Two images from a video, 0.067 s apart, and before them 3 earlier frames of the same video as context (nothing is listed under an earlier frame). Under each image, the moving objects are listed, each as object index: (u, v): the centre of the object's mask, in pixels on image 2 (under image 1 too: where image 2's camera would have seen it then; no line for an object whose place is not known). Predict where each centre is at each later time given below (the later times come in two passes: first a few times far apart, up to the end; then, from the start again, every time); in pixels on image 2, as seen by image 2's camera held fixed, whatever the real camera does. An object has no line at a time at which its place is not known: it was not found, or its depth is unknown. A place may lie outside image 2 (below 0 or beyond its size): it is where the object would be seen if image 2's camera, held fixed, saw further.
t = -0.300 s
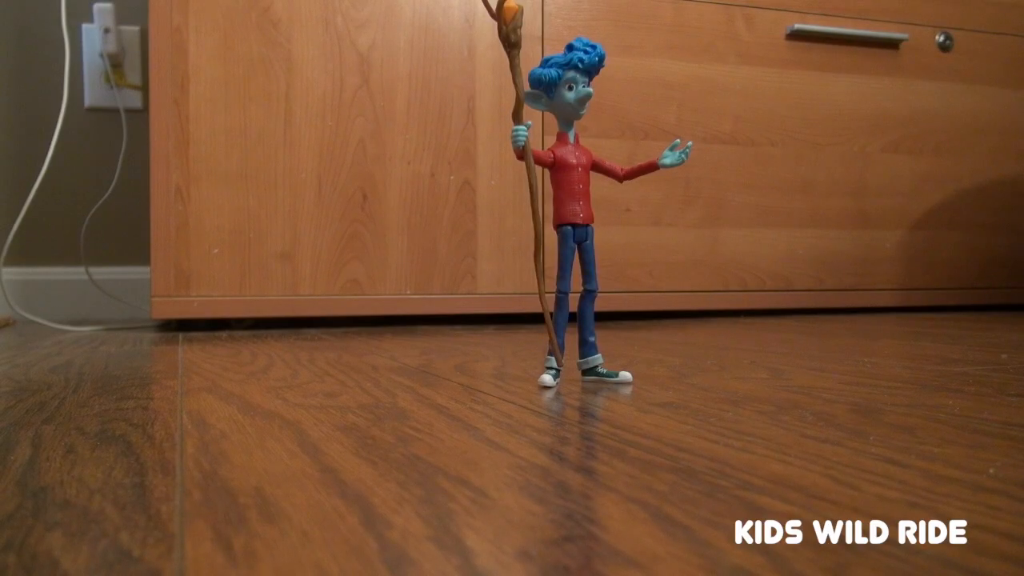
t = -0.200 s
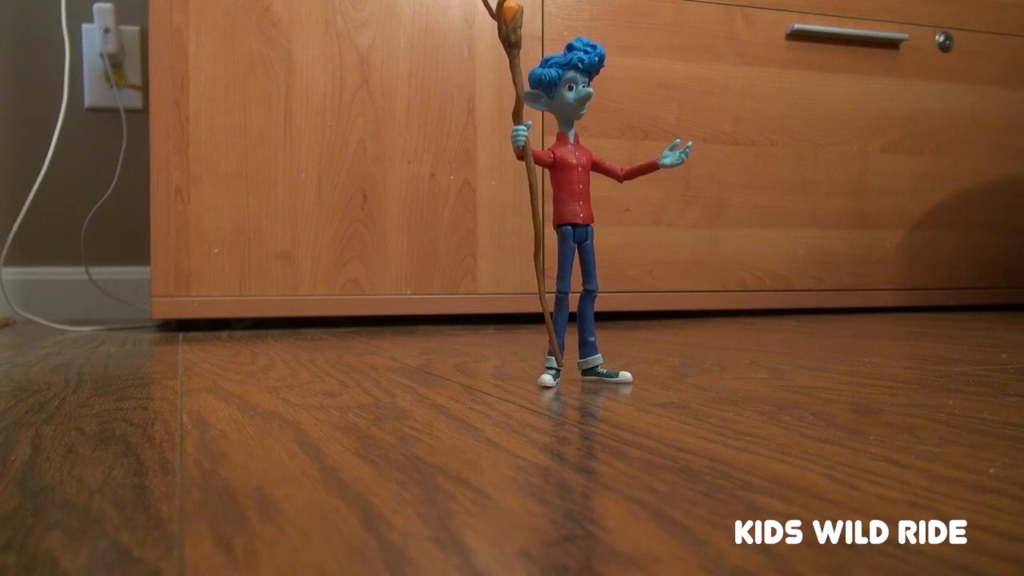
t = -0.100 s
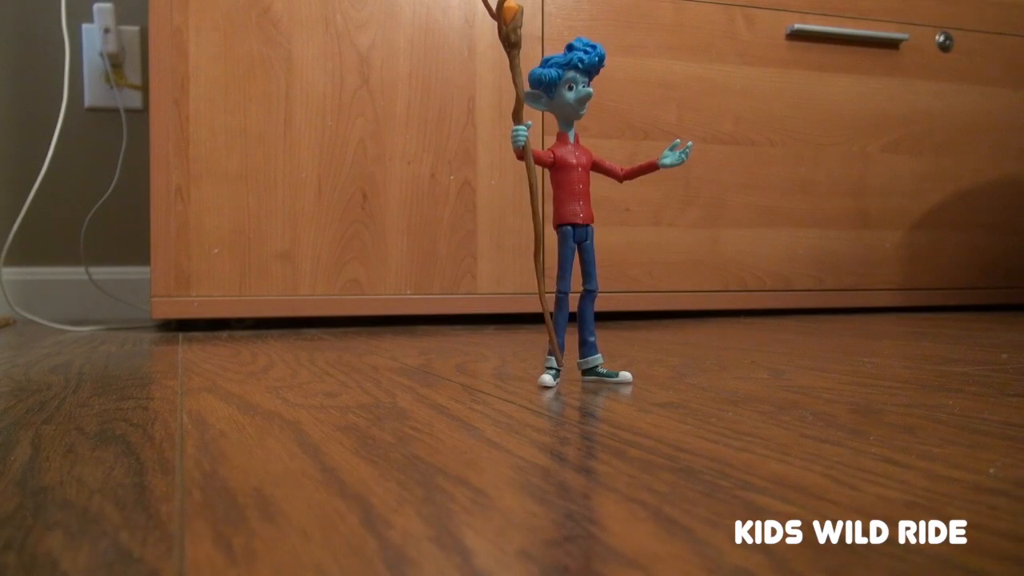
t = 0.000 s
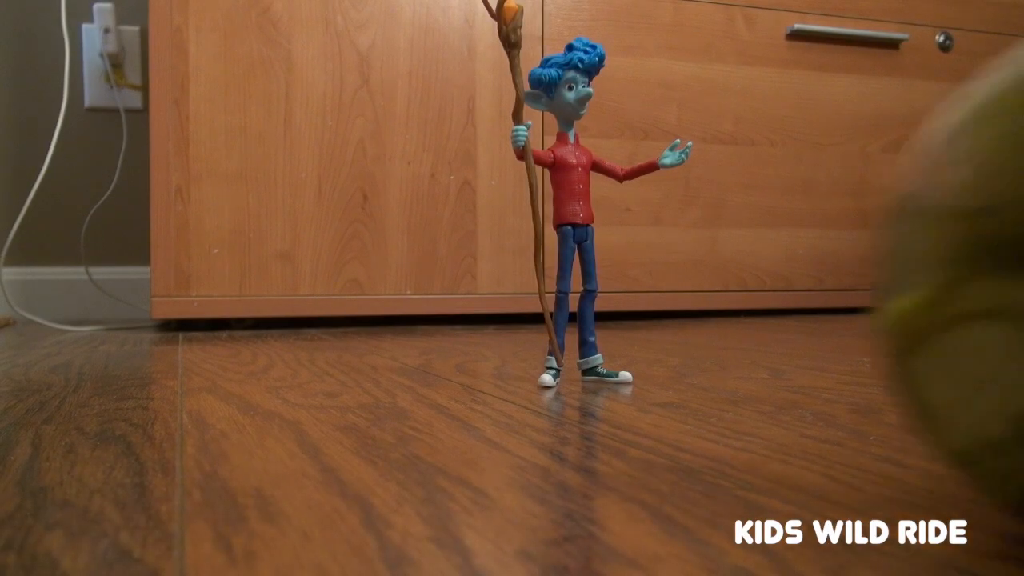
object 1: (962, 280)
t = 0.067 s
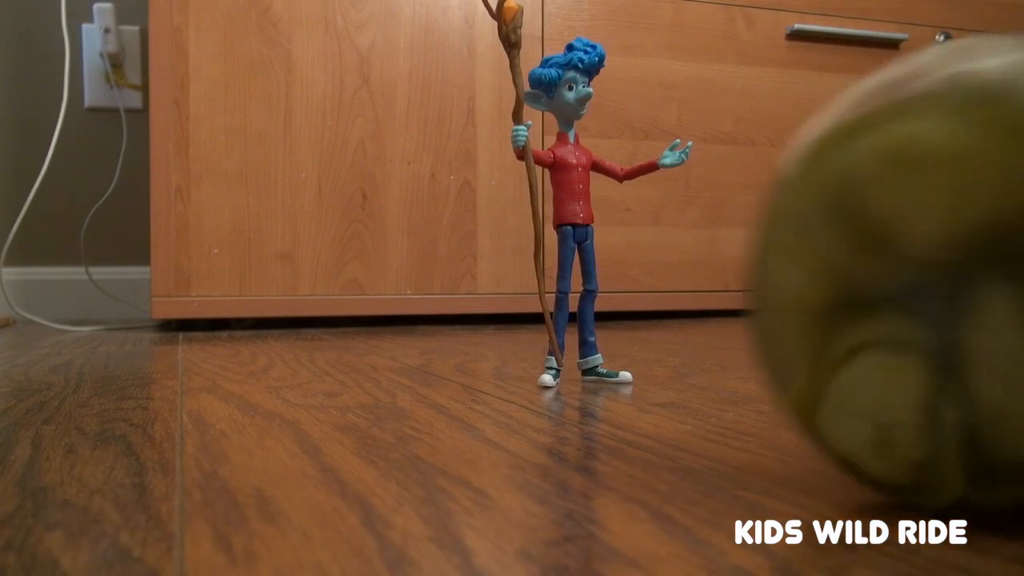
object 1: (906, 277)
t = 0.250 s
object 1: (786, 277)
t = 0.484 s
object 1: (625, 280)
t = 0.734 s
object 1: (523, 281)
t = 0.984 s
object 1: (464, 282)
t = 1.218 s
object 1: (431, 282)
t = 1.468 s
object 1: (406, 282)
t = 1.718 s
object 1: (389, 283)
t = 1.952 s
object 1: (382, 282)
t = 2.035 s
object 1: (381, 282)
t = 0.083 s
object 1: (892, 277)
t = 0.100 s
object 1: (879, 277)
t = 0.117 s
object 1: (866, 277)
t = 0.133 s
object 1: (854, 277)
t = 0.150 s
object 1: (843, 278)
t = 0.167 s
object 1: (832, 277)
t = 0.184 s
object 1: (822, 278)
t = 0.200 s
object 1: (813, 279)
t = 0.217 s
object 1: (804, 278)
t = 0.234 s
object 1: (794, 277)
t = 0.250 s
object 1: (786, 277)
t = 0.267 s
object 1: (777, 277)
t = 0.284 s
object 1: (768, 278)
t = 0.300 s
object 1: (757, 278)
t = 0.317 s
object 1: (743, 278)
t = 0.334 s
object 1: (728, 278)
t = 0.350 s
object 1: (714, 278)
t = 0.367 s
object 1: (702, 278)
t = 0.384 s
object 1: (689, 278)
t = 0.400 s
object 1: (677, 278)
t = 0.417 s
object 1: (666, 279)
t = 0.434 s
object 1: (655, 279)
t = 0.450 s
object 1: (644, 279)
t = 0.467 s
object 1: (634, 279)
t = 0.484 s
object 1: (625, 280)
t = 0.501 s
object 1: (616, 279)
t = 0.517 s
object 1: (607, 280)
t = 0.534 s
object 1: (598, 280)
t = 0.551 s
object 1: (590, 280)
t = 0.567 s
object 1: (583, 280)
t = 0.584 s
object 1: (575, 280)
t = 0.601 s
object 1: (569, 280)
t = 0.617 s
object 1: (562, 280)
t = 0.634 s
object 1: (556, 280)
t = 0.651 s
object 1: (550, 280)
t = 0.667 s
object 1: (544, 280)
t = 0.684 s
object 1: (538, 281)
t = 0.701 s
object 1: (533, 281)
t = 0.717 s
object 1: (528, 281)
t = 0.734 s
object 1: (523, 281)
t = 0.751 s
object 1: (518, 281)
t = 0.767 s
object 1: (513, 281)
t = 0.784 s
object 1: (508, 281)
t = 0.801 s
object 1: (503, 281)
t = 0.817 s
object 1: (499, 281)
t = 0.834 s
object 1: (495, 281)
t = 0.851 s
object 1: (491, 281)
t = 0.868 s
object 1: (487, 281)
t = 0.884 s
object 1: (484, 281)
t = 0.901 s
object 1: (480, 281)
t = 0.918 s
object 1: (477, 281)
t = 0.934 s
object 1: (473, 281)
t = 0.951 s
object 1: (470, 282)
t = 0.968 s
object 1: (467, 282)
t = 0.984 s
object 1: (464, 282)
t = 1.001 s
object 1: (461, 282)
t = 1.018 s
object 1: (458, 282)
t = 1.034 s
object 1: (455, 282)
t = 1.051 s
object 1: (452, 282)
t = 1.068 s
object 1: (450, 282)
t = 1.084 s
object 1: (448, 282)
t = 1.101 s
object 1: (445, 281)
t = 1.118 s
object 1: (443, 281)
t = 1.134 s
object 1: (441, 282)
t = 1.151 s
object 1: (439, 282)
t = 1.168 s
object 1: (437, 282)
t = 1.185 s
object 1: (435, 282)
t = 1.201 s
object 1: (433, 282)
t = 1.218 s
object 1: (431, 282)
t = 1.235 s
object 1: (429, 282)
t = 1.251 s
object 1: (428, 282)
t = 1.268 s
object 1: (426, 282)
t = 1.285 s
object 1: (424, 282)
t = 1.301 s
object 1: (422, 282)
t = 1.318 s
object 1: (420, 282)
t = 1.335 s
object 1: (419, 282)
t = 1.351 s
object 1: (417, 282)
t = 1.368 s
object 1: (415, 282)
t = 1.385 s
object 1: (414, 282)
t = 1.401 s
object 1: (412, 282)
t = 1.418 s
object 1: (411, 282)
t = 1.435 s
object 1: (409, 282)
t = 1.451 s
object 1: (408, 282)
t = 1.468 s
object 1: (406, 282)
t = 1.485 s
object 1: (405, 282)
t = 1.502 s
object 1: (403, 282)
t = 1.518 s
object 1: (402, 282)
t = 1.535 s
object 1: (401, 282)
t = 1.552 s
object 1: (399, 282)
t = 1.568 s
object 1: (398, 282)
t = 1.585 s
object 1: (397, 282)
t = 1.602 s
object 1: (396, 282)
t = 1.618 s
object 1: (394, 282)
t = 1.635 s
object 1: (394, 282)
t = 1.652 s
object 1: (393, 282)
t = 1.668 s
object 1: (391, 282)
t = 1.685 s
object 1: (391, 282)
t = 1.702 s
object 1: (390, 283)
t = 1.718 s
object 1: (389, 283)
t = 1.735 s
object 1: (388, 282)
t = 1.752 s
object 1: (387, 282)
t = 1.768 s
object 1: (386, 282)
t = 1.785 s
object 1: (386, 283)
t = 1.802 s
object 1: (385, 282)
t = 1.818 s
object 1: (385, 282)
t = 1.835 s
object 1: (384, 282)
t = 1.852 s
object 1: (384, 282)
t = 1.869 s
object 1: (383, 282)
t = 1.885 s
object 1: (383, 282)
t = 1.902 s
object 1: (383, 282)
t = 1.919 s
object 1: (382, 282)
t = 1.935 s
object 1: (382, 282)
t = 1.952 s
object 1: (382, 282)
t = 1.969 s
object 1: (381, 282)
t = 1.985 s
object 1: (381, 282)
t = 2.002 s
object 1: (381, 282)
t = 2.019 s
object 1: (381, 282)
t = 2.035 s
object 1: (381, 282)
